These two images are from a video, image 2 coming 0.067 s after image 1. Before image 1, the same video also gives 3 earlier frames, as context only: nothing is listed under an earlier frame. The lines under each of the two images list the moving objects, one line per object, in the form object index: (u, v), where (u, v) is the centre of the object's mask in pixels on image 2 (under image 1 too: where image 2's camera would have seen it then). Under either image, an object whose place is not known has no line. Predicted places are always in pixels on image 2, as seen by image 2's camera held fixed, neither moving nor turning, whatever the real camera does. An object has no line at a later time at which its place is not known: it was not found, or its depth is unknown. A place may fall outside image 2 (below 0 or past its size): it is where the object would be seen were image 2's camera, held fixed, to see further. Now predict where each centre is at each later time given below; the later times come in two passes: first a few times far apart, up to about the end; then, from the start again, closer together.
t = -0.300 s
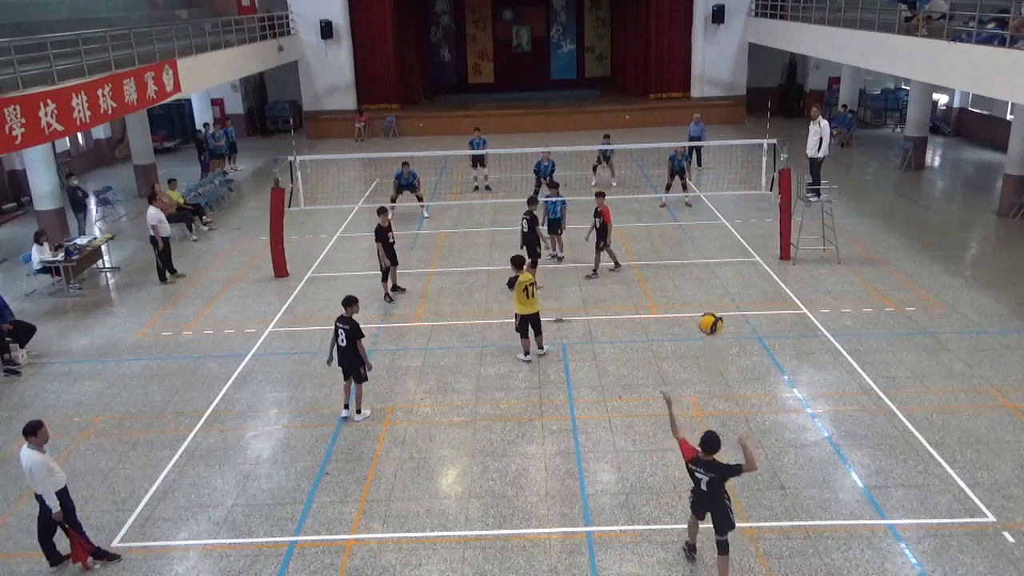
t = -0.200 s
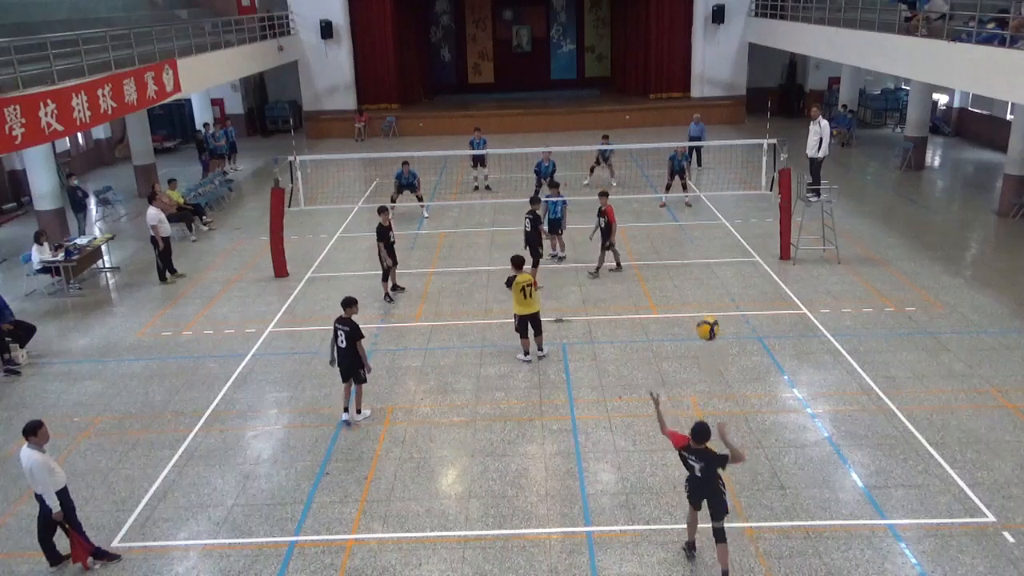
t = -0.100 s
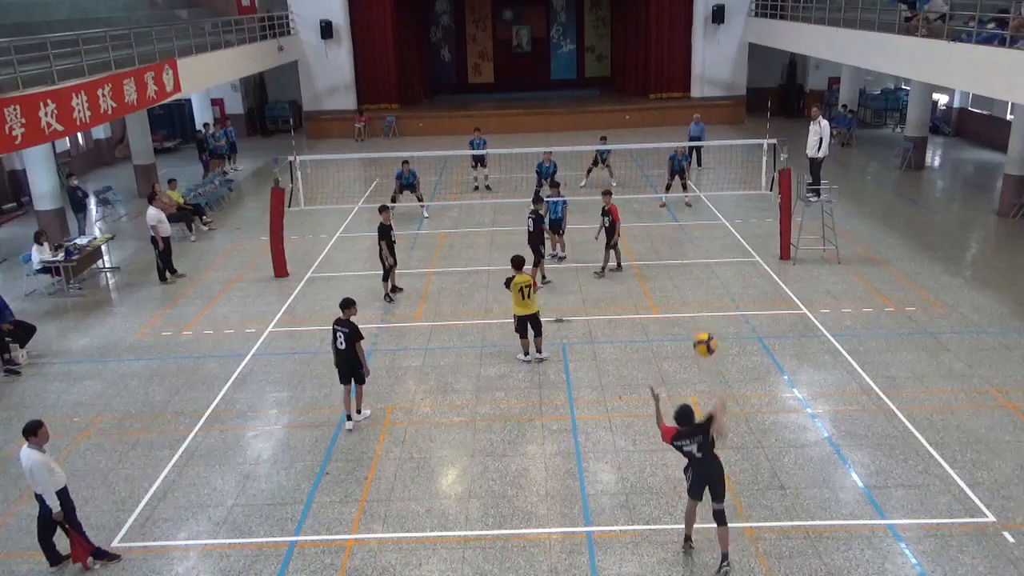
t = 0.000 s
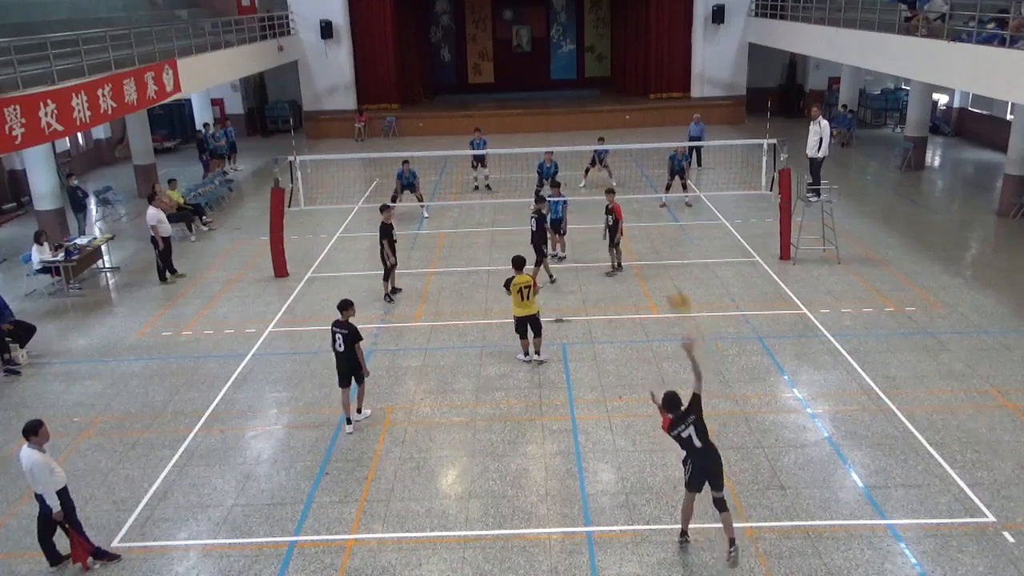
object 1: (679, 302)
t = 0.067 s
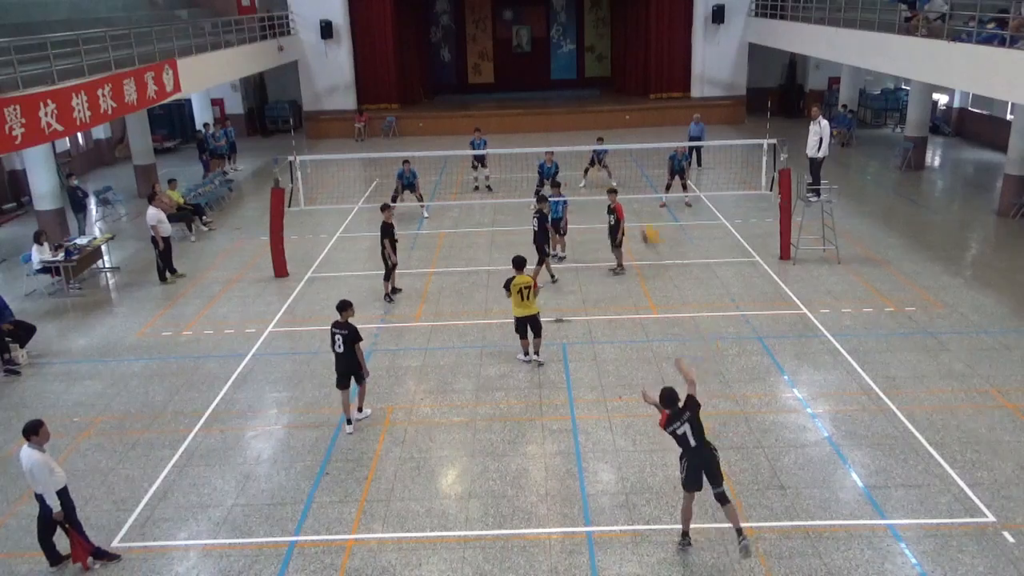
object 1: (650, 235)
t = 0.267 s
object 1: (579, 106)
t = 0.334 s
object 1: (560, 81)
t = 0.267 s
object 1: (579, 106)
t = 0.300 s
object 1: (569, 94)
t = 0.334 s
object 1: (560, 81)
